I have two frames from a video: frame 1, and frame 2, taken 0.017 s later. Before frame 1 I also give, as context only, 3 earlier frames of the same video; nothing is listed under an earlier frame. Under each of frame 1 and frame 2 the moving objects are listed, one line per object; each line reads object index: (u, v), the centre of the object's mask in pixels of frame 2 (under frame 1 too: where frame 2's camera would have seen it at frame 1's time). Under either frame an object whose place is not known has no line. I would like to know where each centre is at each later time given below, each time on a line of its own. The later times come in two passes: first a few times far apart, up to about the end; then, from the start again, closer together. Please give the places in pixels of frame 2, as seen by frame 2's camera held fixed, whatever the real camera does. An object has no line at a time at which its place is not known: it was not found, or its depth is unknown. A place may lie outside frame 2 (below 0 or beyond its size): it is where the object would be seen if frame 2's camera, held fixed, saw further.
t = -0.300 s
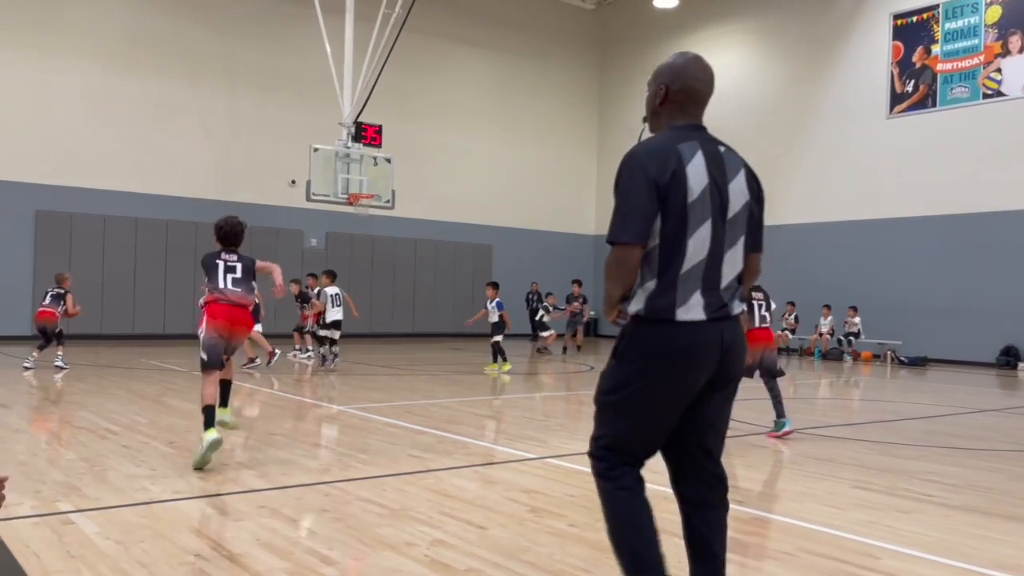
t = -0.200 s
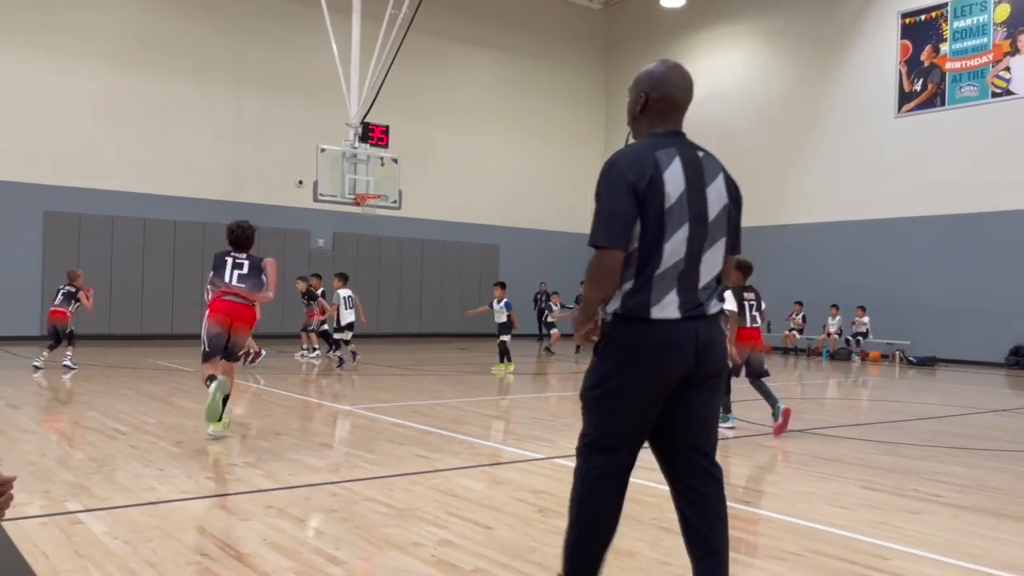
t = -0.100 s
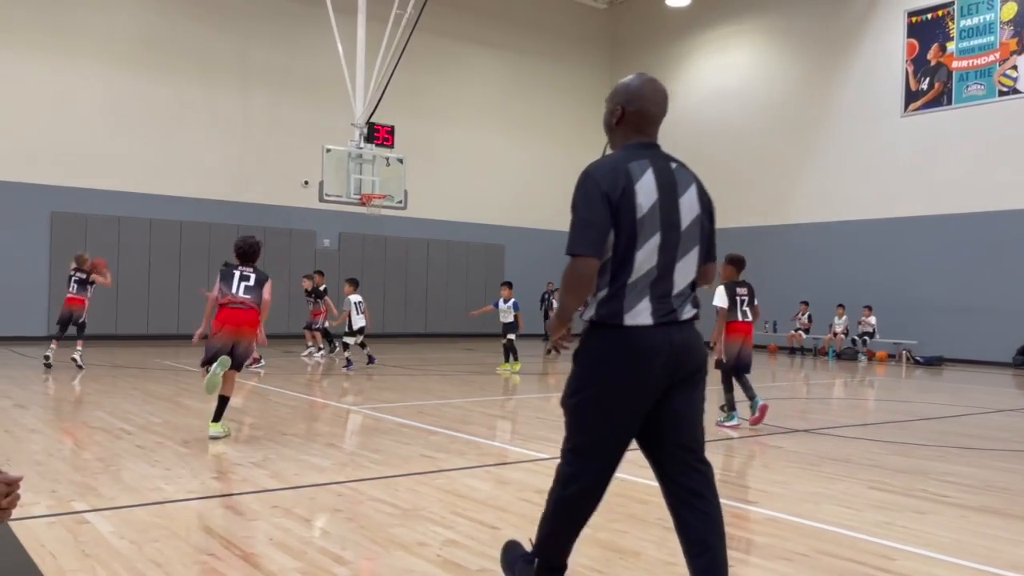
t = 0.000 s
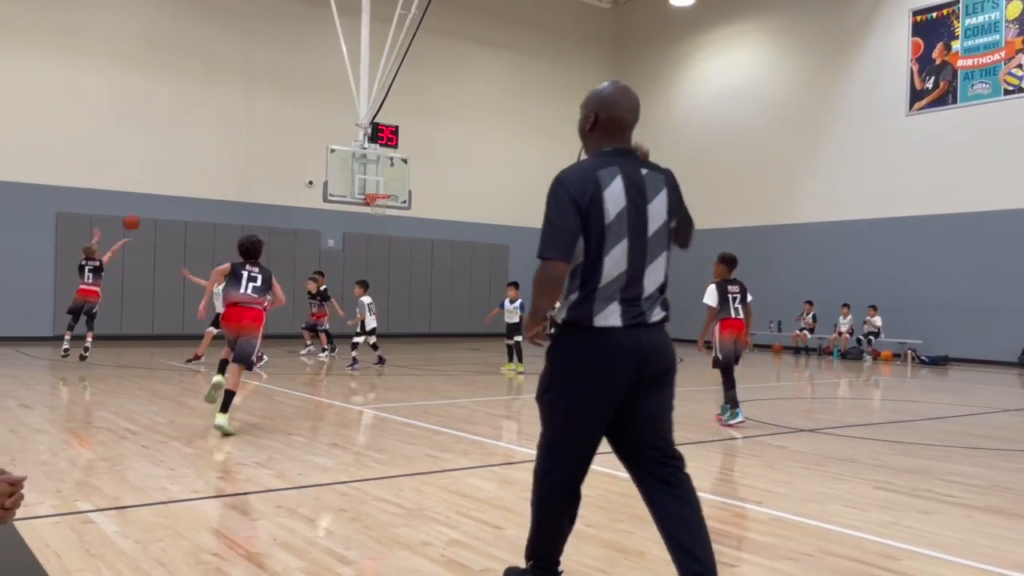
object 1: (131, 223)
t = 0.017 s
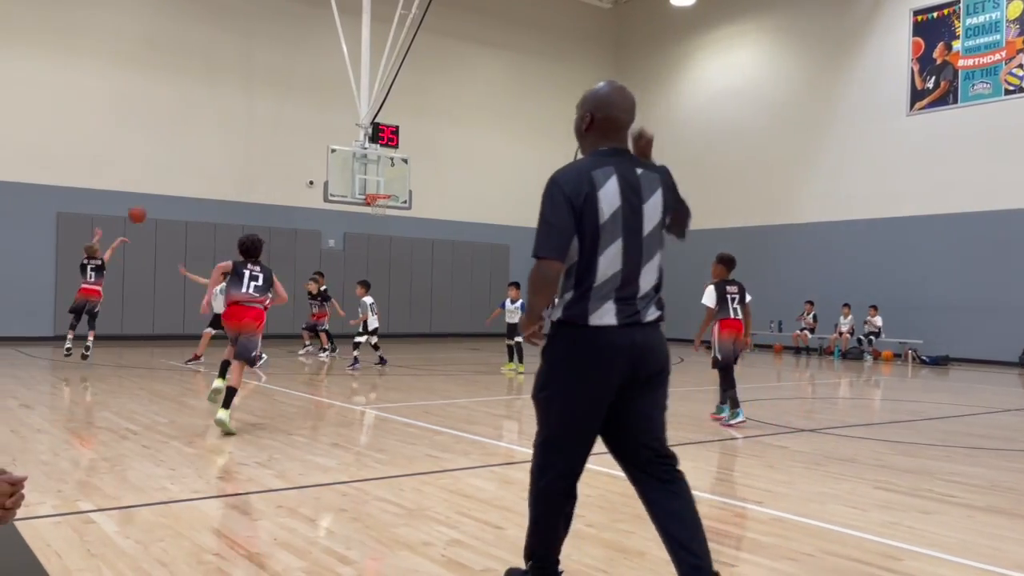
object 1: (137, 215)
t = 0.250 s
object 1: (201, 141)
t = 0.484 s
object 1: (254, 111)
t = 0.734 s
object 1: (302, 116)
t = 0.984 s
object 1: (342, 152)
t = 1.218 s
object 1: (360, 178)
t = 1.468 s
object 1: (342, 147)
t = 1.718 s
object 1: (334, 150)
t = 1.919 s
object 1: (328, 175)
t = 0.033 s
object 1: (142, 208)
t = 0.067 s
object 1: (152, 195)
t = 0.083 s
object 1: (157, 188)
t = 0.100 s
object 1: (161, 182)
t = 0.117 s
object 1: (165, 177)
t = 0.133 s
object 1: (170, 171)
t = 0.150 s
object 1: (174, 166)
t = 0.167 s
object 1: (179, 161)
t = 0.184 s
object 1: (183, 157)
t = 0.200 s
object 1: (188, 152)
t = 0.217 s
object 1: (192, 148)
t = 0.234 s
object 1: (196, 145)
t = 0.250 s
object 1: (201, 141)
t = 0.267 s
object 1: (205, 137)
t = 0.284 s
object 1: (209, 134)
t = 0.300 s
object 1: (213, 131)
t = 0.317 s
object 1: (217, 128)
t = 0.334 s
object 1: (221, 126)
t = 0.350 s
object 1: (225, 123)
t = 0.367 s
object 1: (229, 121)
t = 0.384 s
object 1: (232, 119)
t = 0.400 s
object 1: (236, 117)
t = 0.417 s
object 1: (240, 115)
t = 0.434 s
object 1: (244, 114)
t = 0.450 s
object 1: (247, 113)
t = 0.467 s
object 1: (251, 112)
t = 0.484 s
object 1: (254, 111)
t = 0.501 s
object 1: (258, 110)
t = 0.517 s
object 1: (261, 109)
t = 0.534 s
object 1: (265, 109)
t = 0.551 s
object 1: (268, 109)
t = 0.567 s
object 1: (271, 108)
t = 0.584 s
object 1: (275, 109)
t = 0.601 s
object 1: (278, 109)
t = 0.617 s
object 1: (281, 109)
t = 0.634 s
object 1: (284, 110)
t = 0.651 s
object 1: (287, 110)
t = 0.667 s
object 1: (290, 111)
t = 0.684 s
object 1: (293, 112)
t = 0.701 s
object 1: (296, 113)
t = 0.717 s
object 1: (300, 115)
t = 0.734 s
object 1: (302, 116)
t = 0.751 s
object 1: (305, 117)
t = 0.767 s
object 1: (308, 119)
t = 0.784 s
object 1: (311, 121)
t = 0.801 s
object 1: (314, 123)
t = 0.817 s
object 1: (316, 125)
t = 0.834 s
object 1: (319, 127)
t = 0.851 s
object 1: (322, 129)
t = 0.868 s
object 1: (324, 131)
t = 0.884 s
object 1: (327, 134)
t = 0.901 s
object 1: (330, 137)
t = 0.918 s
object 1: (332, 139)
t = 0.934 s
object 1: (334, 143)
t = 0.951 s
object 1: (337, 146)
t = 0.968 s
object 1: (339, 148)
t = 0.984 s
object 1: (342, 152)
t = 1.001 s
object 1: (344, 155)
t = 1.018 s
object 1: (347, 158)
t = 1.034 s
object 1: (349, 162)
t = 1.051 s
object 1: (351, 165)
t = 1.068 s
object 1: (354, 169)
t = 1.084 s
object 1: (356, 173)
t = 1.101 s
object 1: (358, 177)
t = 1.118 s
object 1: (360, 181)
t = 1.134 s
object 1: (362, 185)
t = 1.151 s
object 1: (365, 189)
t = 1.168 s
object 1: (364, 187)
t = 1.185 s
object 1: (362, 184)
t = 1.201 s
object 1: (361, 181)
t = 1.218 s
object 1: (360, 178)
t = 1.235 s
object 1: (358, 174)
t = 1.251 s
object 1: (357, 172)
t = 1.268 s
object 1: (355, 169)
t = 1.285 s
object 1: (354, 166)
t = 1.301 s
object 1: (352, 164)
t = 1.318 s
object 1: (351, 162)
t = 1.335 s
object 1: (350, 159)
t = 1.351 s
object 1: (348, 157)
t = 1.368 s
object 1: (346, 155)
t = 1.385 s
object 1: (345, 153)
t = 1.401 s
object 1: (344, 152)
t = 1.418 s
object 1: (343, 151)
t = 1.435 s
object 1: (343, 150)
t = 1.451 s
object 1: (343, 148)
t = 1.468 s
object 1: (342, 147)
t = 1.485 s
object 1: (342, 146)
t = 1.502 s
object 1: (341, 146)
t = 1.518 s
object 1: (341, 145)
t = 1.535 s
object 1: (340, 145)
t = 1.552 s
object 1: (340, 145)
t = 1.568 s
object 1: (339, 145)
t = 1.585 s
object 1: (339, 145)
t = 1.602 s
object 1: (338, 145)
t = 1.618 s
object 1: (338, 145)
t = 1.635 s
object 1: (337, 146)
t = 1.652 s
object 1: (336, 146)
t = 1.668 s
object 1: (336, 147)
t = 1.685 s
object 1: (336, 148)
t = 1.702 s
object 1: (335, 149)
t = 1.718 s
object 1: (334, 150)
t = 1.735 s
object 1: (335, 151)
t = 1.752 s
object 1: (334, 153)
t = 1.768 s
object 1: (333, 154)
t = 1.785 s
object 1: (333, 156)
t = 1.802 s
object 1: (332, 158)
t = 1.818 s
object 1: (332, 160)
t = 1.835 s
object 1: (331, 162)
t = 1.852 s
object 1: (330, 164)
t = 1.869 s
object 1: (330, 167)
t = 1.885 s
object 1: (329, 170)
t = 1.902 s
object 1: (329, 172)
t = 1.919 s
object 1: (328, 175)
